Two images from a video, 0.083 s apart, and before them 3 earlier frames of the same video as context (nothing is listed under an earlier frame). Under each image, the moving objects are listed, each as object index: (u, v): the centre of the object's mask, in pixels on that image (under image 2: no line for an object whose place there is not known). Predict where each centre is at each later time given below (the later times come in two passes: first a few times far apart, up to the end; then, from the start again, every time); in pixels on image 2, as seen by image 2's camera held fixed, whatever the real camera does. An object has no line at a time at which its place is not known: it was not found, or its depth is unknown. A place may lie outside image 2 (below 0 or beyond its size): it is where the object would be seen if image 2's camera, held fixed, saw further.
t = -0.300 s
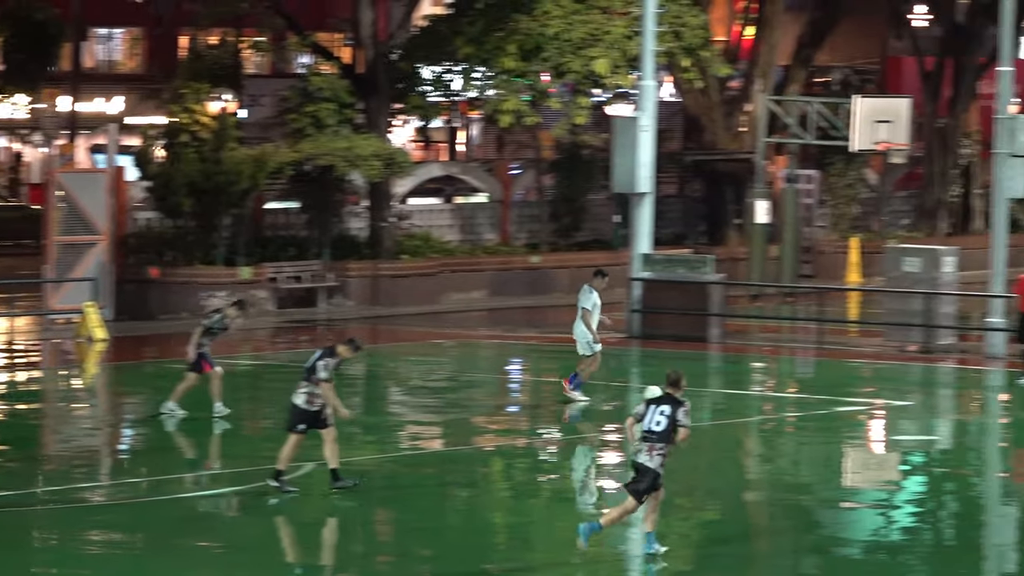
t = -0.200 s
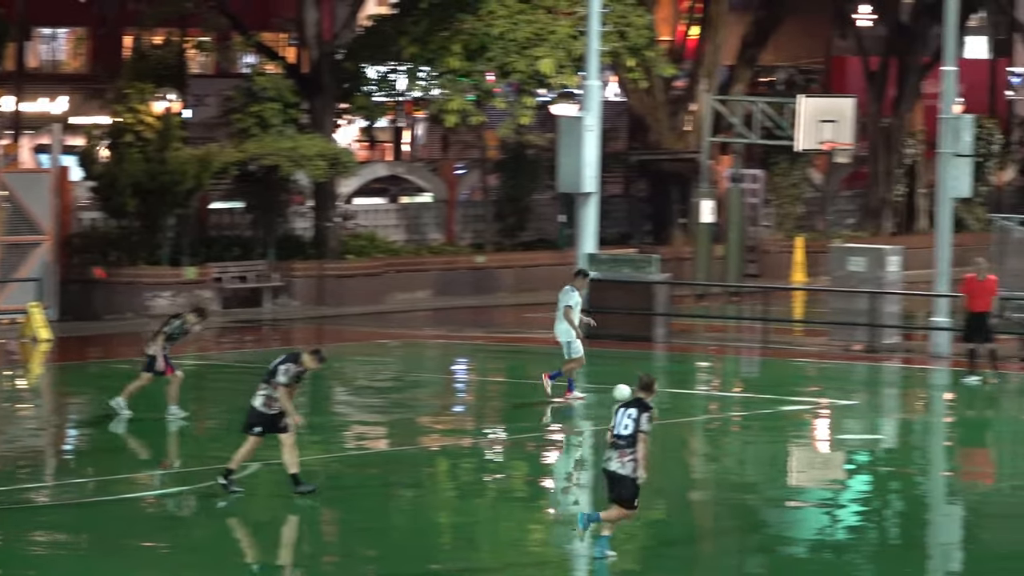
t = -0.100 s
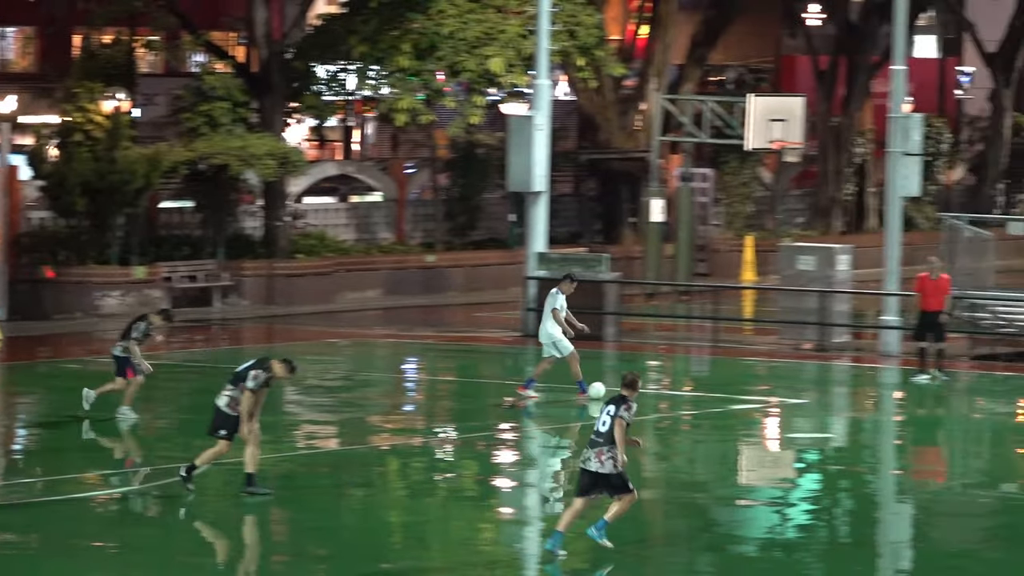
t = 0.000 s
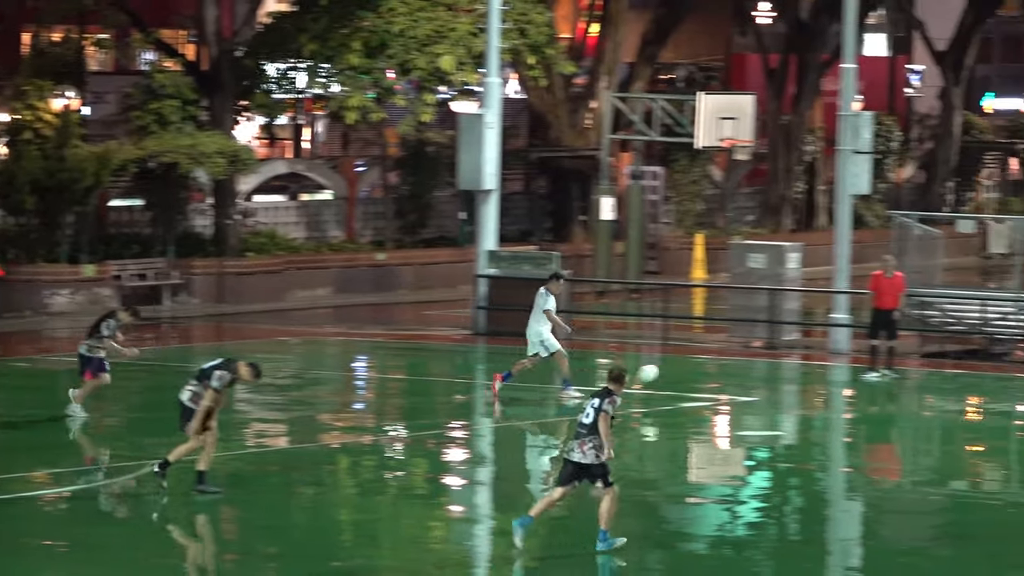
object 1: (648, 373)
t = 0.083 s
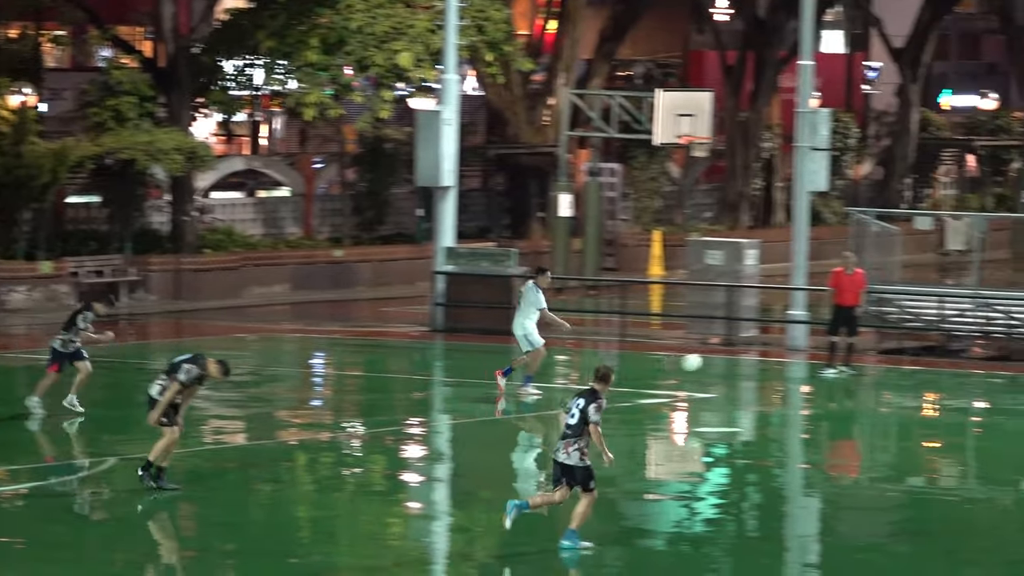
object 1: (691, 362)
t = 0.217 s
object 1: (828, 362)
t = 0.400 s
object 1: (1019, 383)
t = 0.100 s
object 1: (709, 361)
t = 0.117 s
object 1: (725, 361)
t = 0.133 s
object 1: (742, 360)
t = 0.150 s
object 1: (760, 360)
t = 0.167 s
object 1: (776, 360)
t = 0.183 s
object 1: (794, 360)
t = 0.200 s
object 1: (811, 361)
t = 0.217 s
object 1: (828, 362)
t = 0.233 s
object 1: (845, 362)
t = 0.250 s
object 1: (862, 364)
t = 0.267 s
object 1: (879, 365)
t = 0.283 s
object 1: (897, 367)
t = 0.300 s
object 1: (914, 368)
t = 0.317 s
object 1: (931, 370)
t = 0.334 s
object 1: (948, 372)
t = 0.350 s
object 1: (966, 375)
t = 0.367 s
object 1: (983, 377)
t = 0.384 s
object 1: (1001, 380)
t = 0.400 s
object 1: (1019, 383)
